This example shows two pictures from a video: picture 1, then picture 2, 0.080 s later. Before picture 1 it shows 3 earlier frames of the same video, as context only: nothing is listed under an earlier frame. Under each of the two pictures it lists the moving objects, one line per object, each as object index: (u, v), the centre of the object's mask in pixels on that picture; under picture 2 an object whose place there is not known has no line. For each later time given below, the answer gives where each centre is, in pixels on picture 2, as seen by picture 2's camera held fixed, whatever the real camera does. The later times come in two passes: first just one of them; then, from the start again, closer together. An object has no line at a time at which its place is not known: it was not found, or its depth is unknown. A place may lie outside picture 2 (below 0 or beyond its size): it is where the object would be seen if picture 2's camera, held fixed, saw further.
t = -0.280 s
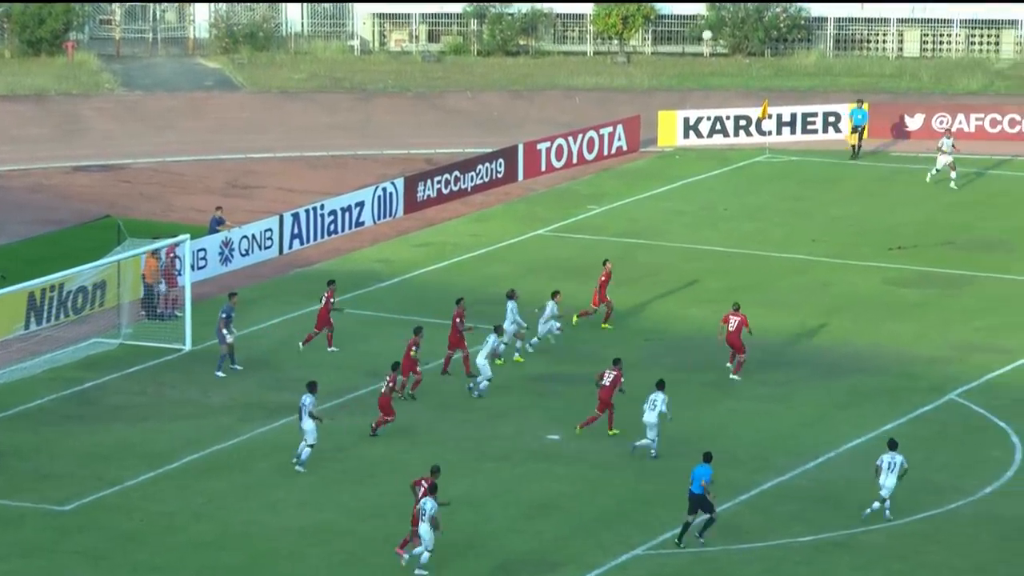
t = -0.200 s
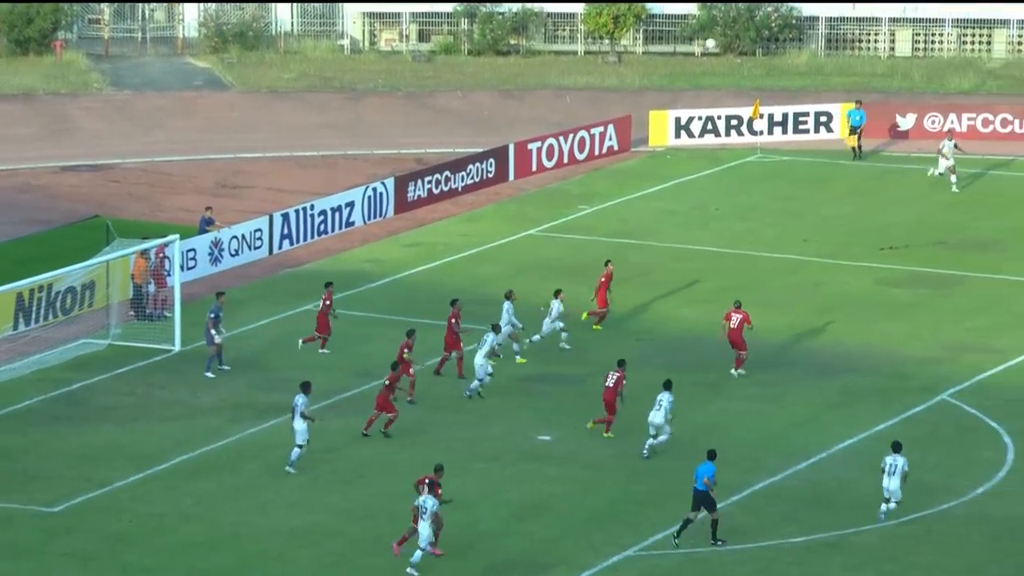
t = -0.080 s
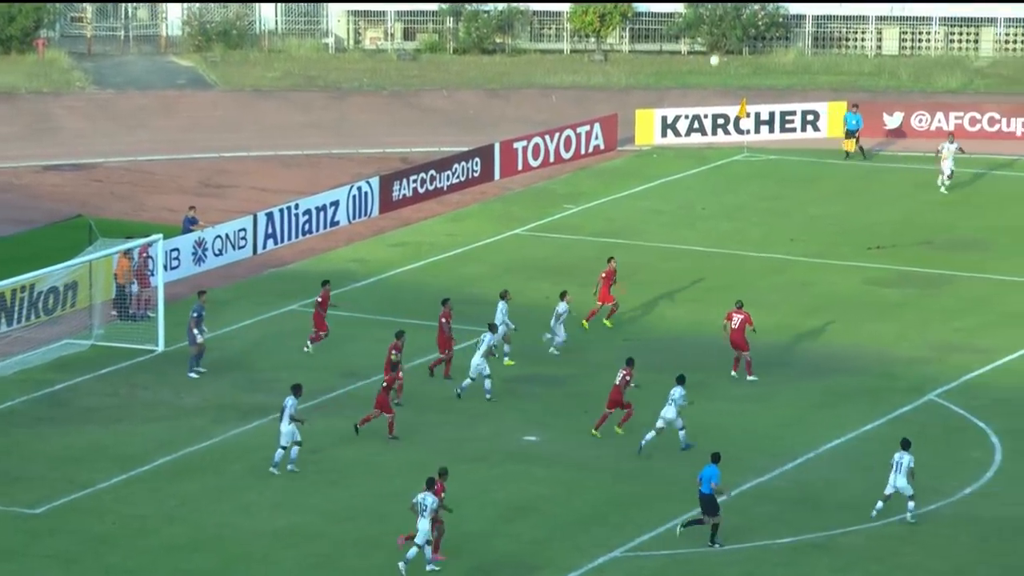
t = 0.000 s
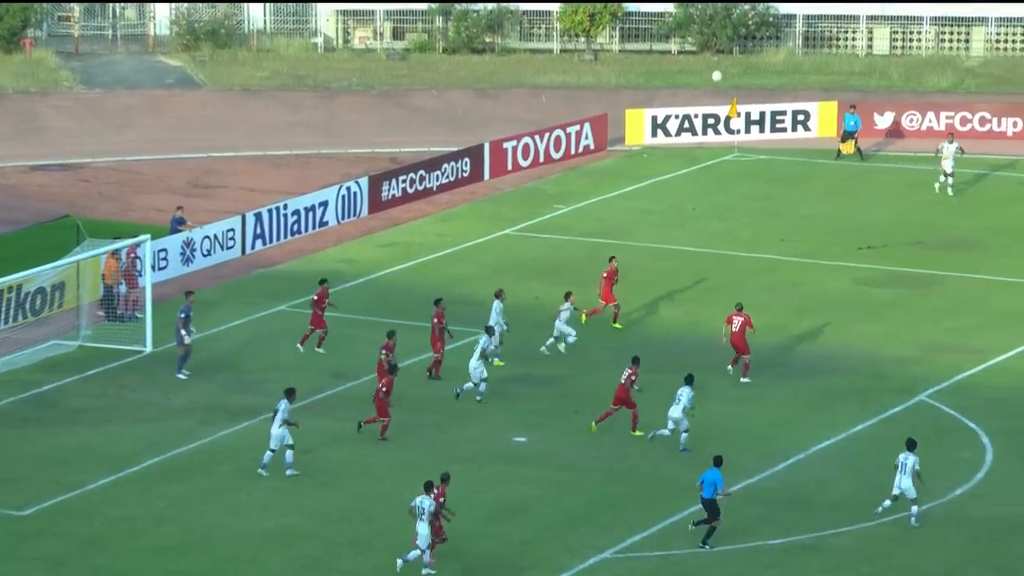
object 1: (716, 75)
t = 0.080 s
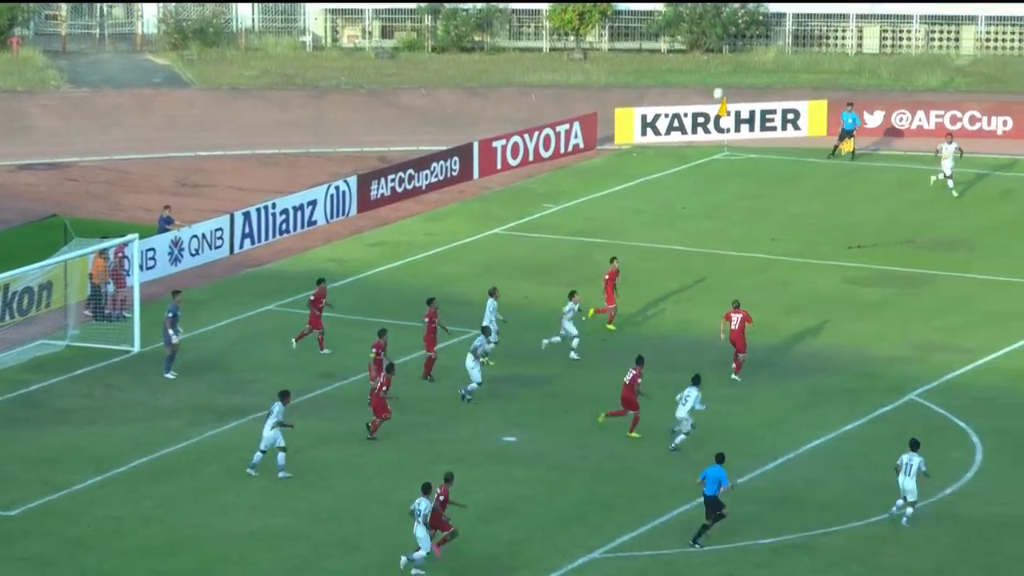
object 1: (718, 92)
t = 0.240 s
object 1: (739, 139)
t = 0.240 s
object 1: (739, 139)
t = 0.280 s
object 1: (744, 148)
